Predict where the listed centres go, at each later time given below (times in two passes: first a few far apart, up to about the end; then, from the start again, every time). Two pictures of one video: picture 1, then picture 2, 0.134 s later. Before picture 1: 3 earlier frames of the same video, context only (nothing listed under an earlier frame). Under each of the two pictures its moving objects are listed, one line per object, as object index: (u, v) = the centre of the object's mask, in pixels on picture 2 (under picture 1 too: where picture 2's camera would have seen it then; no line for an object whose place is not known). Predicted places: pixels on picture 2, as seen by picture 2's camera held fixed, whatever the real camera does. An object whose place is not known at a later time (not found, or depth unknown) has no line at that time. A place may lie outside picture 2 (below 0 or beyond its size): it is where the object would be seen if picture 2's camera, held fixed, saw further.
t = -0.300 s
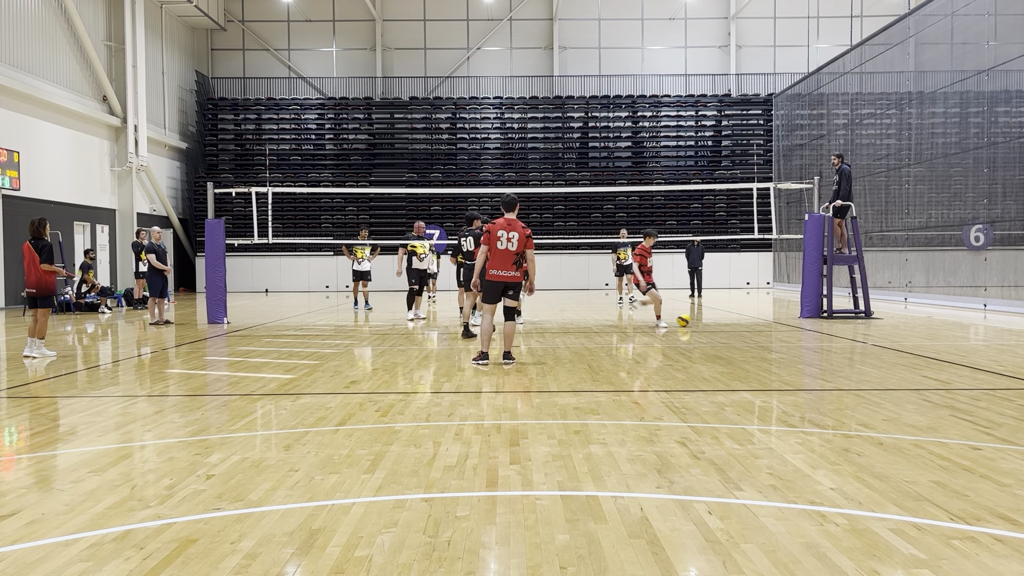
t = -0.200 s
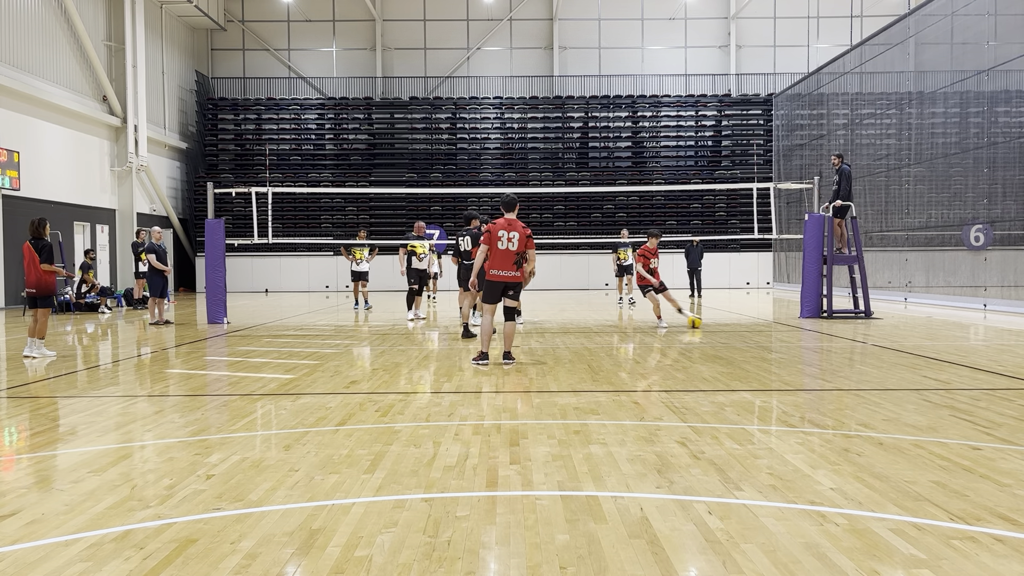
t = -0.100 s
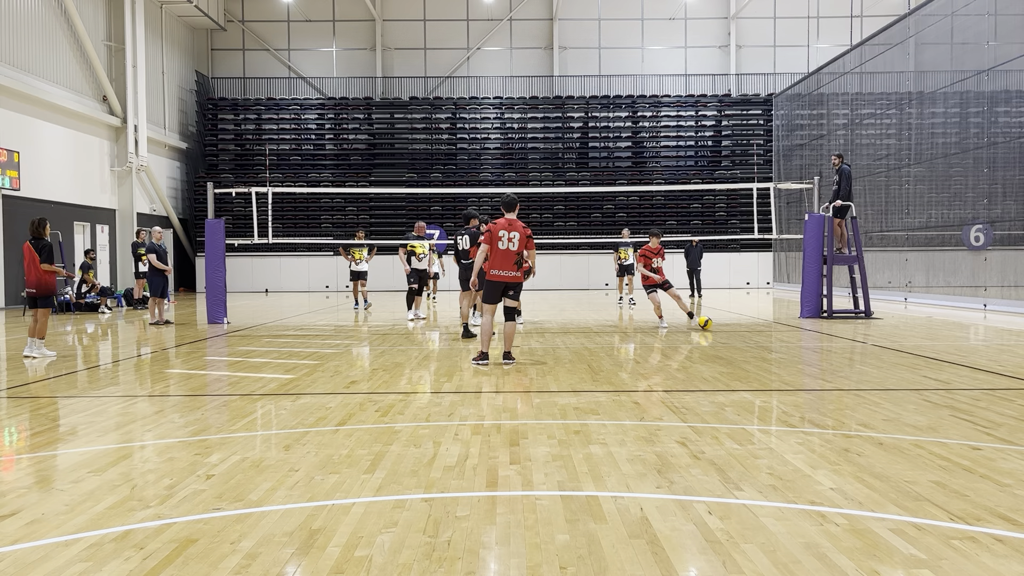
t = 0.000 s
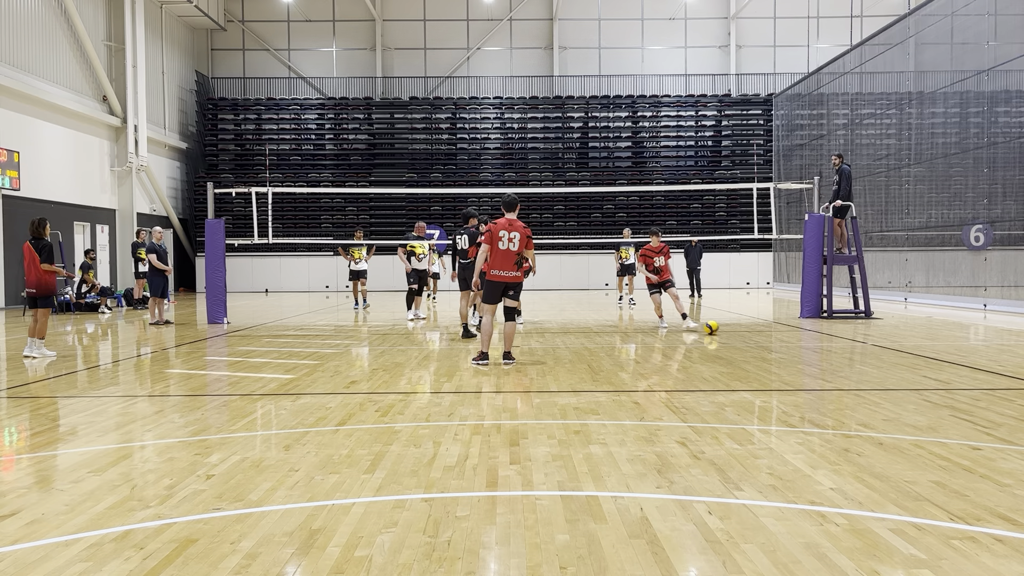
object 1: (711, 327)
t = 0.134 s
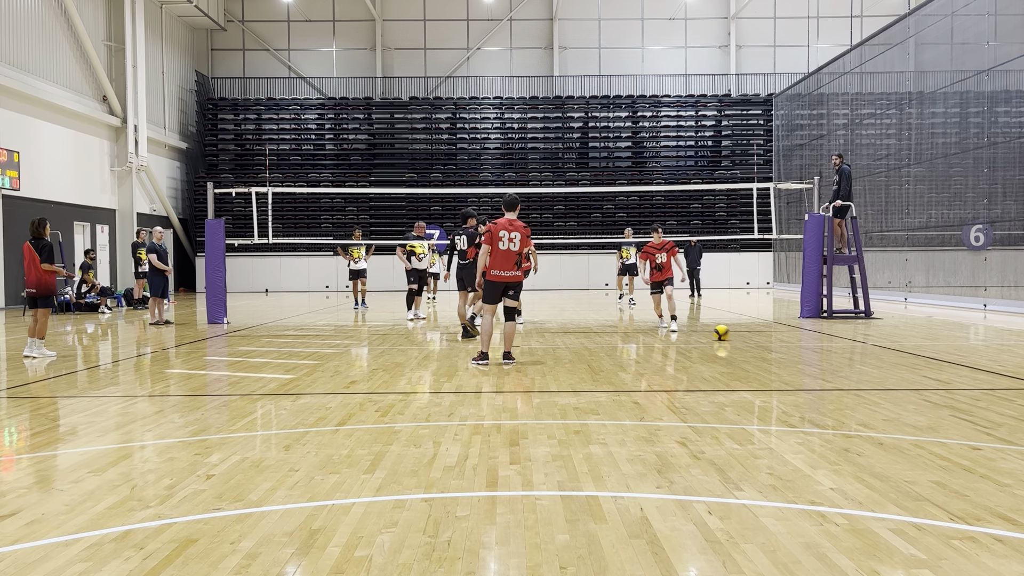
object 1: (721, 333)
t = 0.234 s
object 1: (730, 336)
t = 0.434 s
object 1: (752, 343)
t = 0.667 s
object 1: (784, 353)
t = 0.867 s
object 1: (817, 363)
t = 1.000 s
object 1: (844, 371)
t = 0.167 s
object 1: (725, 333)
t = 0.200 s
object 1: (727, 334)
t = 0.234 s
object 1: (730, 336)
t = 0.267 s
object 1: (734, 338)
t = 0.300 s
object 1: (737, 338)
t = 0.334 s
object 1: (741, 339)
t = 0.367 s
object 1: (744, 341)
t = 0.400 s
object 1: (748, 343)
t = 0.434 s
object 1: (752, 343)
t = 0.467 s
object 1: (756, 345)
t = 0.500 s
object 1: (761, 347)
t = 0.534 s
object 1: (765, 347)
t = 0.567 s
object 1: (770, 348)
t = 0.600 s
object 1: (775, 351)
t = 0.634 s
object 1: (780, 352)
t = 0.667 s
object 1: (784, 353)
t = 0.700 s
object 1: (790, 354)
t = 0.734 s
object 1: (795, 357)
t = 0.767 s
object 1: (800, 358)
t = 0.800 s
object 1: (806, 360)
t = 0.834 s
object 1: (812, 362)
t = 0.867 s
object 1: (817, 363)
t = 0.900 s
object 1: (824, 365)
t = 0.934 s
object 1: (830, 367)
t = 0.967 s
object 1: (837, 369)
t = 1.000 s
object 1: (844, 371)
